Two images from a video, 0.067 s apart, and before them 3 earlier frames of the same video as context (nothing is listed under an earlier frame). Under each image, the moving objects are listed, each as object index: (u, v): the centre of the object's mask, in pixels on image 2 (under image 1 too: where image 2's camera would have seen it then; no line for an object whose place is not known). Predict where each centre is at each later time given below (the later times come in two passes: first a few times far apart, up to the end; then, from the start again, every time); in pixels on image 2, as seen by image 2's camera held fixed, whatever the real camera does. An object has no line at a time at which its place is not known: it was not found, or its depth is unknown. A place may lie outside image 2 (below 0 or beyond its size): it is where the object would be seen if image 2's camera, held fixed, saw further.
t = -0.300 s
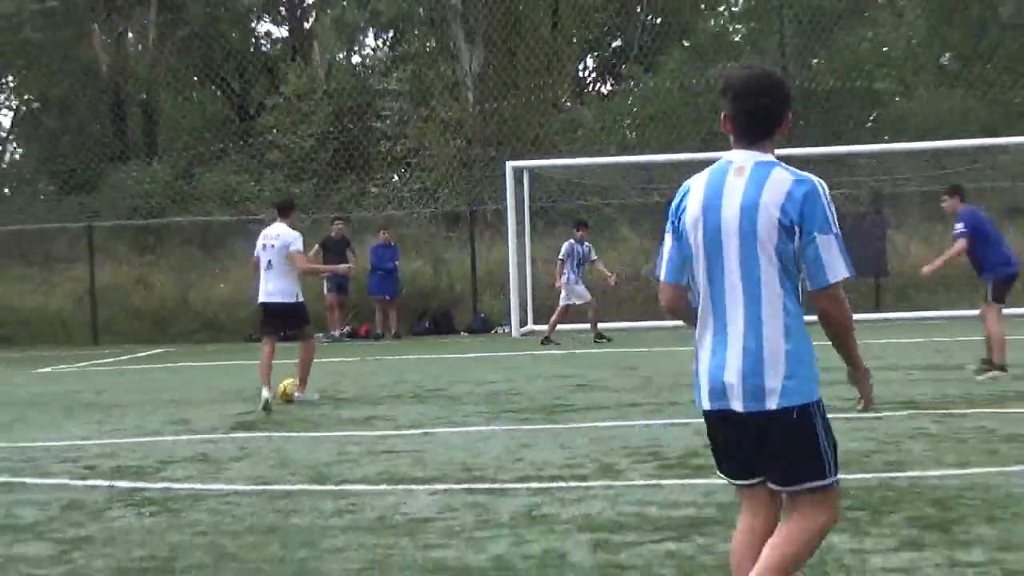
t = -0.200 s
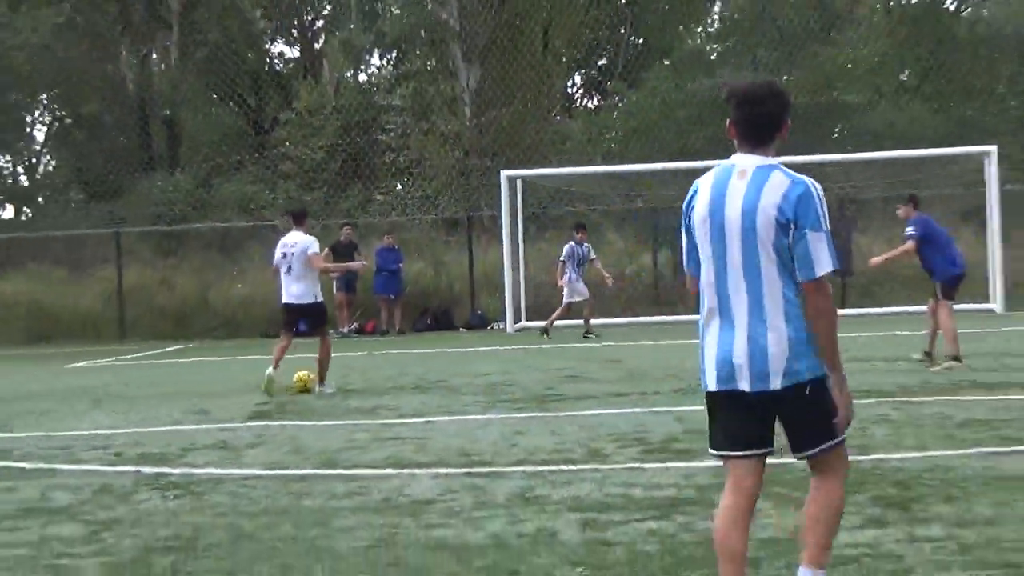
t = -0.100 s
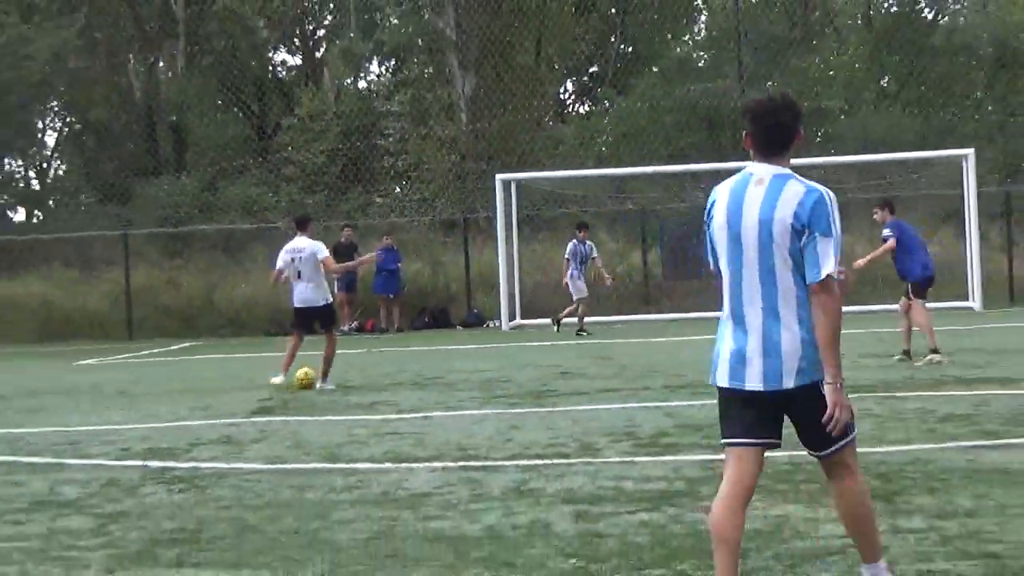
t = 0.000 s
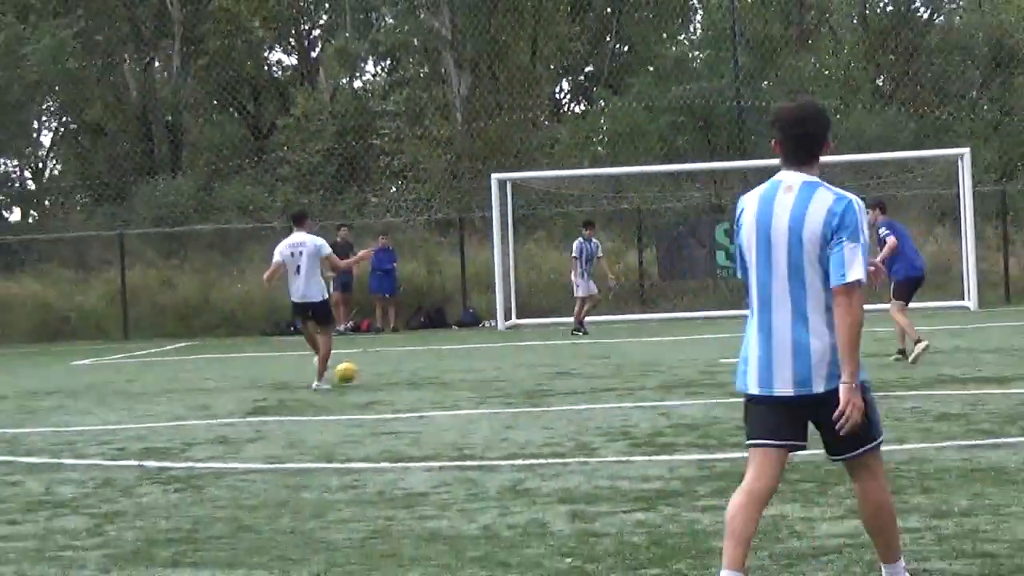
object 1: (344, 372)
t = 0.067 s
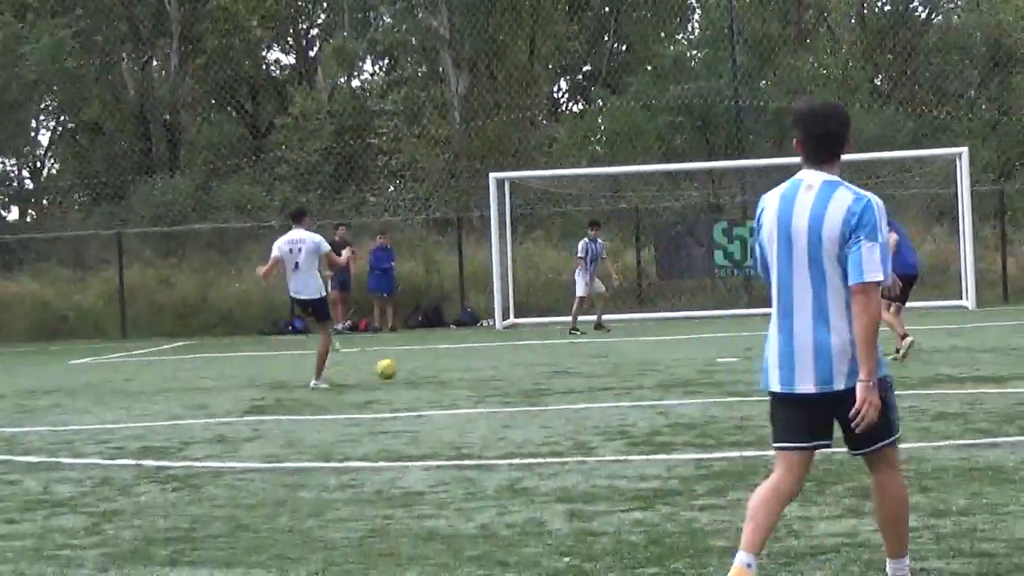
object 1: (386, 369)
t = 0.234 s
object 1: (474, 356)
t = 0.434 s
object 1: (555, 343)
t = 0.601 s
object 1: (609, 337)
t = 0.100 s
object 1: (404, 364)
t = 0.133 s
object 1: (422, 361)
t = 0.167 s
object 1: (441, 357)
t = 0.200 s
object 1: (457, 357)
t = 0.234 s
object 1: (474, 356)
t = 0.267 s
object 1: (491, 357)
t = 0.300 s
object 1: (504, 353)
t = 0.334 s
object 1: (517, 349)
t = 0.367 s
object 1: (529, 346)
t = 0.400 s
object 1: (542, 344)
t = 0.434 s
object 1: (555, 343)
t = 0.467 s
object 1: (567, 344)
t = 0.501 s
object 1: (578, 343)
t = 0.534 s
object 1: (588, 340)
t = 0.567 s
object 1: (598, 338)
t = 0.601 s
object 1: (609, 337)
